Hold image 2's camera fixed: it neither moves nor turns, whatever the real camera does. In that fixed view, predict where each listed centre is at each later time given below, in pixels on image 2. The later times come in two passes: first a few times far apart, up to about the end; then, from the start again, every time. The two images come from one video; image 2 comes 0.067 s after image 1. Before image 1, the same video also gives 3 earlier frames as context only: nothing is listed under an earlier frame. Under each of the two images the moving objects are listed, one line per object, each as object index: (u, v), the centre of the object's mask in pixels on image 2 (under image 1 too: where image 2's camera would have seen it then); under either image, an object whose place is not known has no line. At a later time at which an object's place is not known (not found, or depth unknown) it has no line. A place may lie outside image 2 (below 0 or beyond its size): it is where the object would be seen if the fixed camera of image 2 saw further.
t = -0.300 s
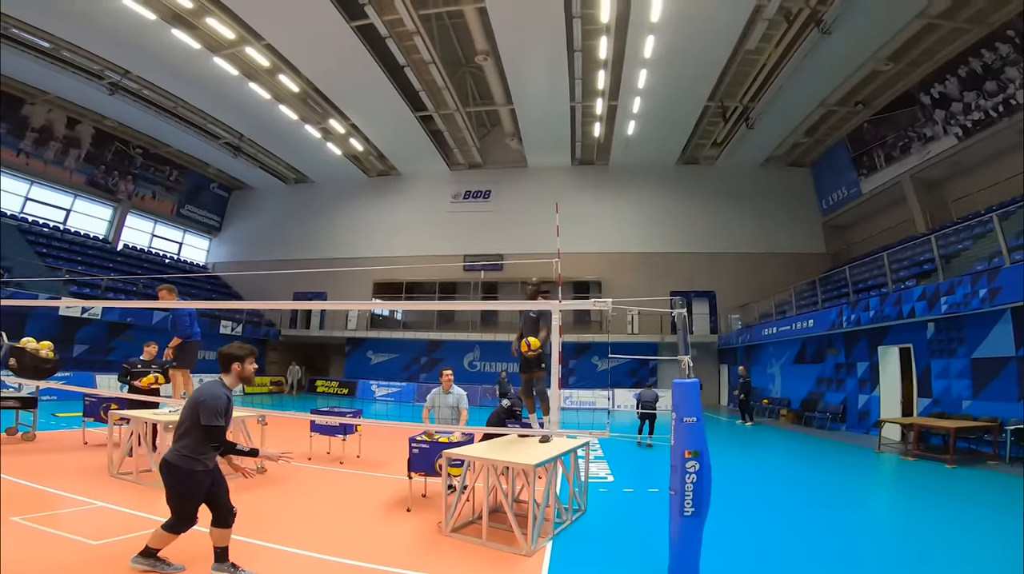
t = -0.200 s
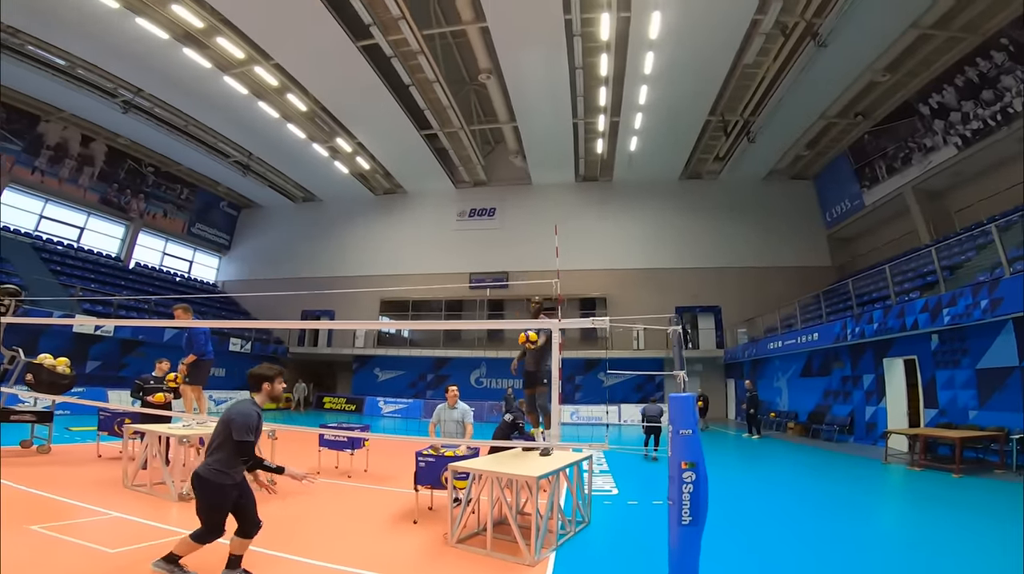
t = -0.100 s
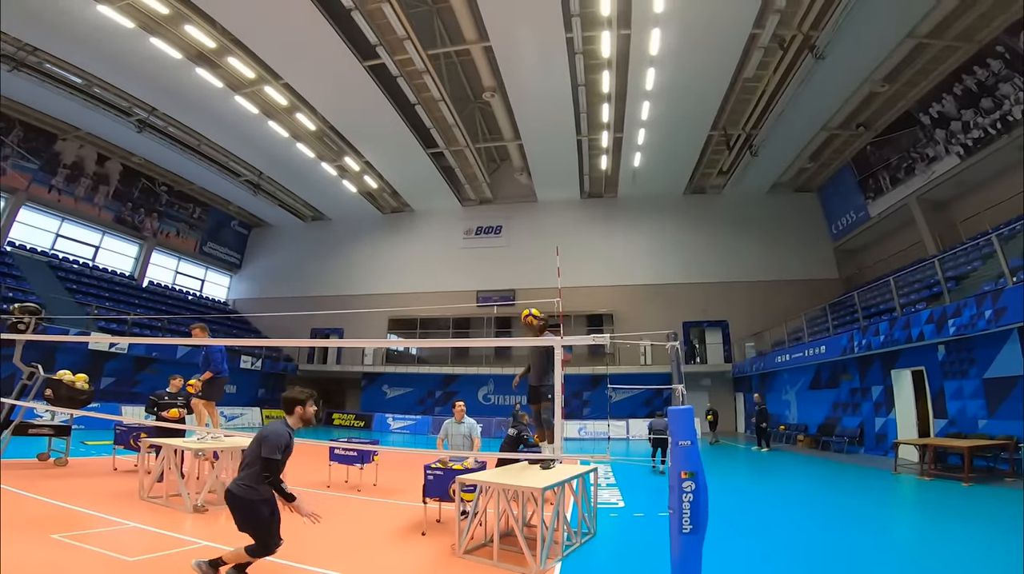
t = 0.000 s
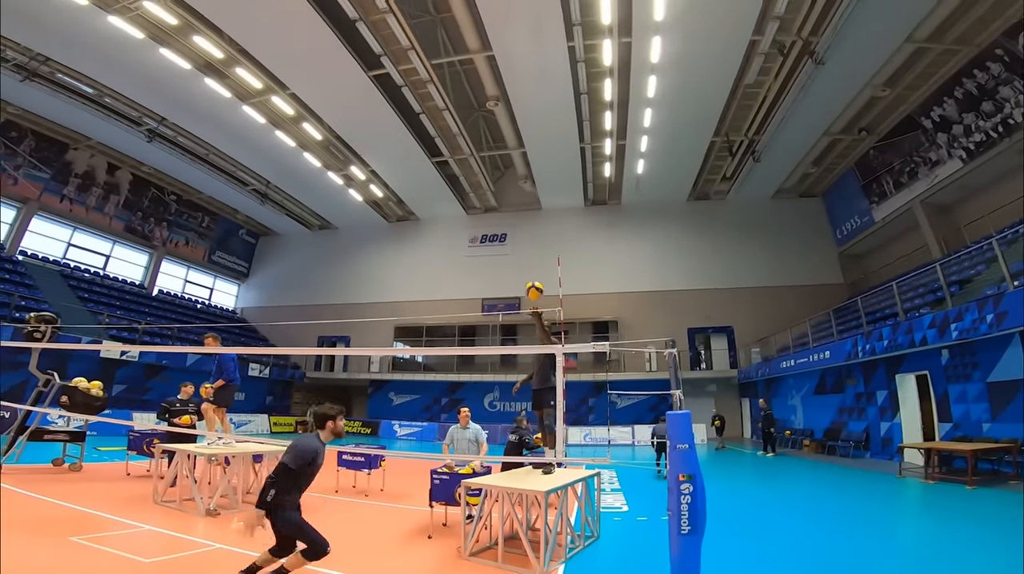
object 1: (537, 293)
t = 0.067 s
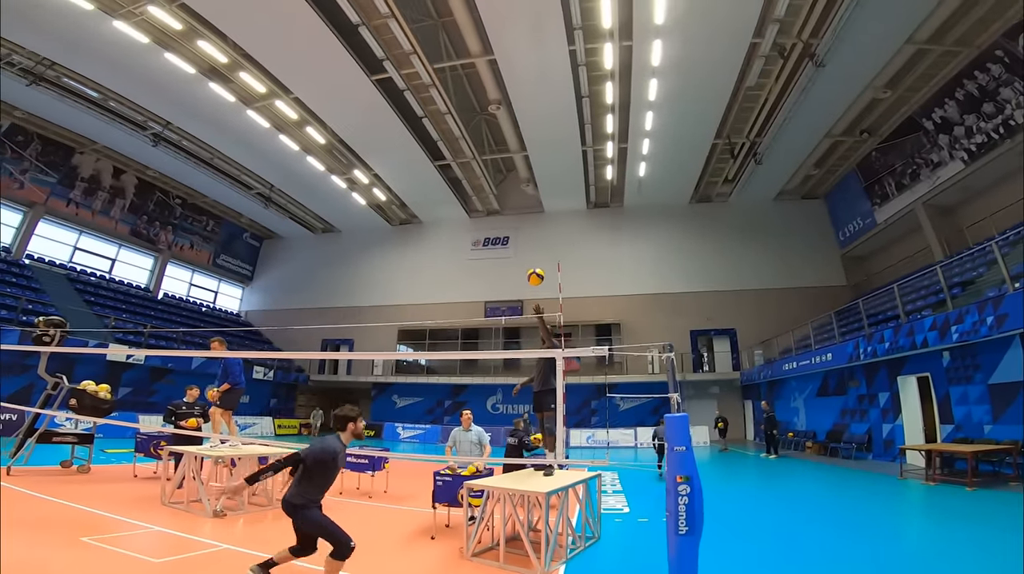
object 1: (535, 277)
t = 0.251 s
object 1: (530, 254)
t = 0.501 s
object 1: (522, 255)
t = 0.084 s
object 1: (535, 274)
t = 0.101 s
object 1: (535, 271)
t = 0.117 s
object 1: (534, 268)
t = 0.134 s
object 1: (534, 266)
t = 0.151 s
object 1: (533, 263)
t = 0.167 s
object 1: (533, 262)
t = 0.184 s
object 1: (532, 260)
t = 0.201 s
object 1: (532, 258)
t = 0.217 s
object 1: (531, 257)
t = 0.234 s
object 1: (531, 255)
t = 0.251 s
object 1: (530, 254)
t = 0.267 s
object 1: (530, 253)
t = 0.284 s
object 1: (530, 252)
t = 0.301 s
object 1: (529, 252)
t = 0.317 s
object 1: (528, 251)
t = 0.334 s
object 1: (528, 250)
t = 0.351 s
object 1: (527, 250)
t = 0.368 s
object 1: (527, 250)
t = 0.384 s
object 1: (526, 250)
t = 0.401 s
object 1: (526, 251)
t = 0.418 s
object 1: (525, 251)
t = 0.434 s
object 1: (525, 251)
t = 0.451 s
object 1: (524, 252)
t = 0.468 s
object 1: (523, 253)
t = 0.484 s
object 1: (523, 254)
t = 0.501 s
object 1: (522, 255)
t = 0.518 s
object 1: (521, 256)
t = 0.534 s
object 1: (521, 258)
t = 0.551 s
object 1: (521, 260)
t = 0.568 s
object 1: (521, 261)
